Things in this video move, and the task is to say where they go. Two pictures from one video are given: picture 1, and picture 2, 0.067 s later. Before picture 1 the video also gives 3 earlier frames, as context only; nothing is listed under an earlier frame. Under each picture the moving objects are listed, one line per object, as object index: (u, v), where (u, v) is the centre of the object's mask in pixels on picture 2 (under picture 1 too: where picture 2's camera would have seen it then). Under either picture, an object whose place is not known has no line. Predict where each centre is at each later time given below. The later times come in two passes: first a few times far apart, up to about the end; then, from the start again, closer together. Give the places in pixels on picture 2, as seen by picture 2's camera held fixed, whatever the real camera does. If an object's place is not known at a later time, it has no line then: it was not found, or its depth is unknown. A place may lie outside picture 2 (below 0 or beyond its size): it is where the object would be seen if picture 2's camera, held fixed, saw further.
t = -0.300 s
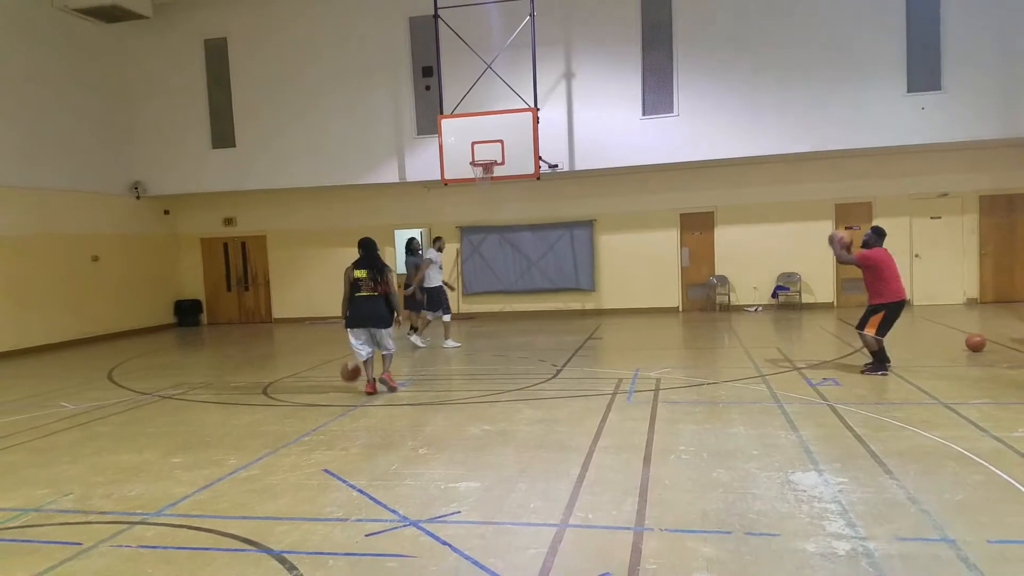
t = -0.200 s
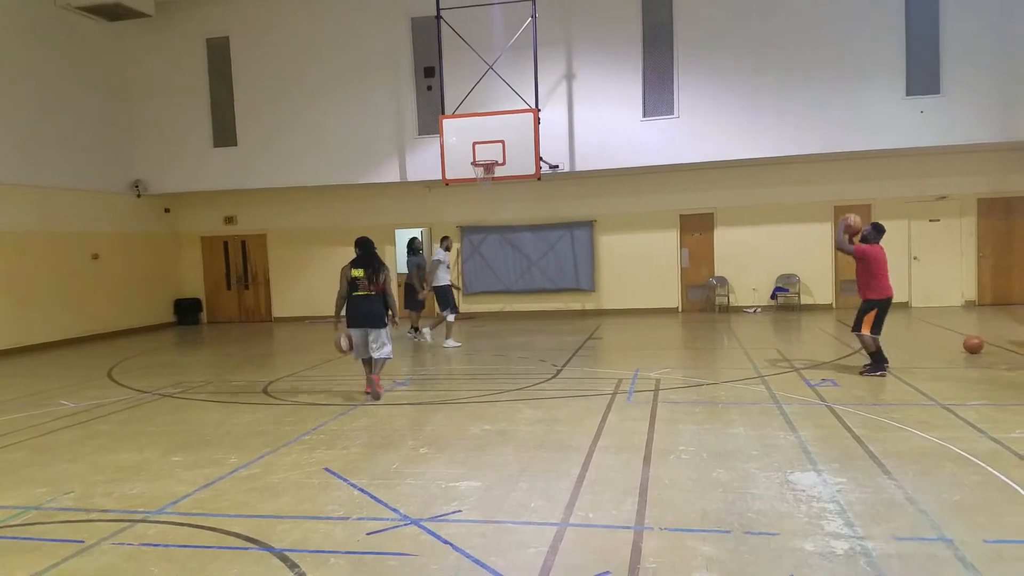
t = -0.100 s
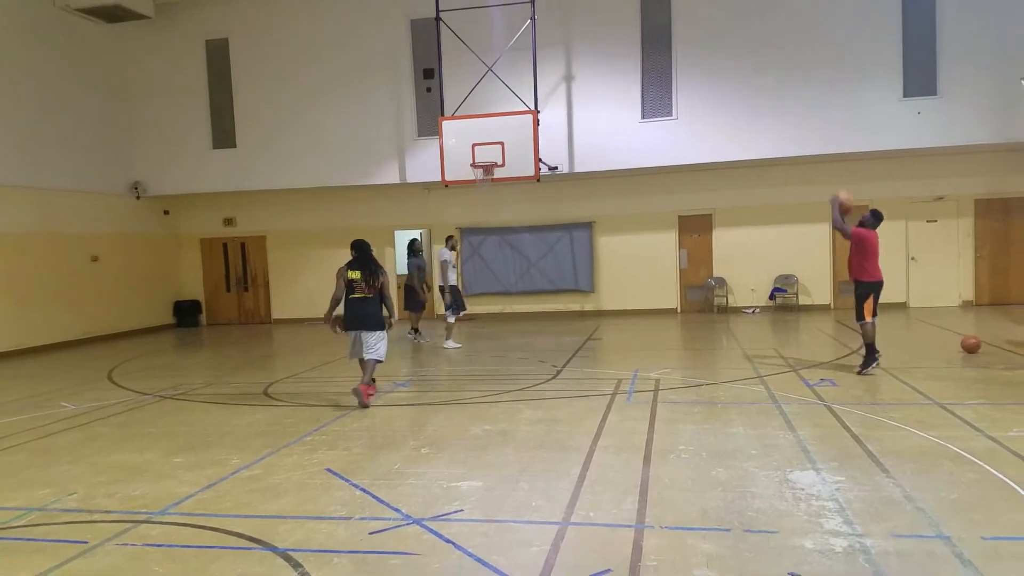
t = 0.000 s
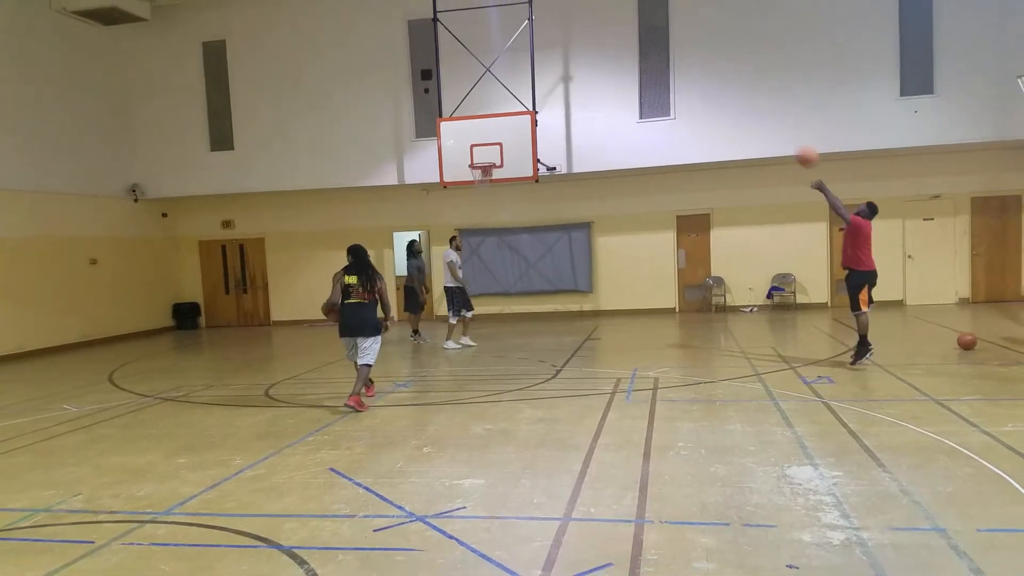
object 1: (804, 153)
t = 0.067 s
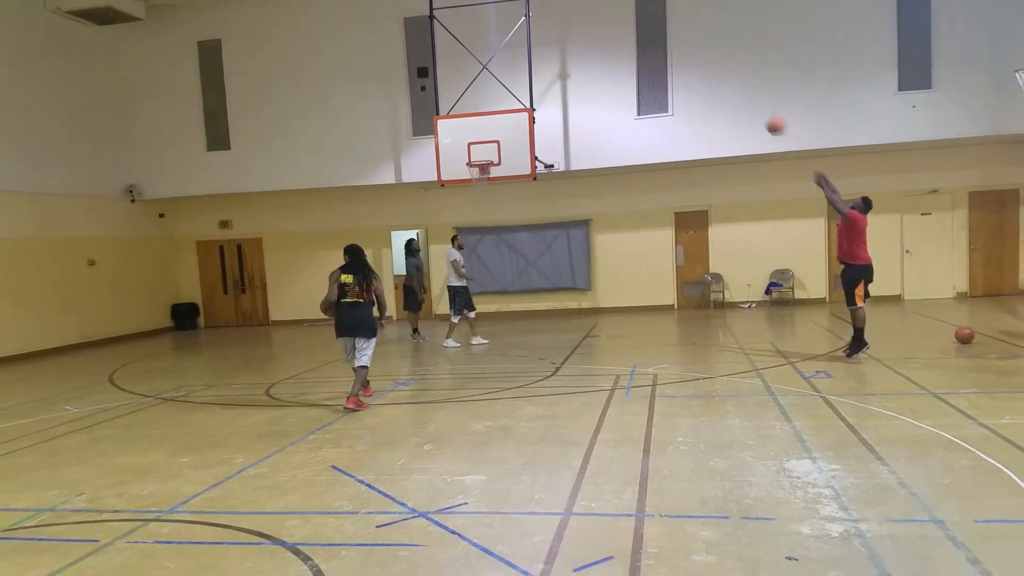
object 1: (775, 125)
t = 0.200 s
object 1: (722, 85)
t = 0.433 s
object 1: (640, 51)
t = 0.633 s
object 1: (585, 54)
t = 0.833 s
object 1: (536, 81)
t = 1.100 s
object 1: (483, 145)
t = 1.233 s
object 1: (477, 148)
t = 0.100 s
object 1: (762, 114)
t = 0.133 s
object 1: (749, 103)
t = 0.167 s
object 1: (735, 94)
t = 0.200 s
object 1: (722, 85)
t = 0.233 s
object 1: (710, 77)
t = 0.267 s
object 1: (698, 70)
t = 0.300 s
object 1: (687, 64)
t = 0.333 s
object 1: (676, 59)
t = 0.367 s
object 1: (664, 55)
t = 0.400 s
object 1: (651, 52)
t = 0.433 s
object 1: (640, 51)
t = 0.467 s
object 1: (630, 51)
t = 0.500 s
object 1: (621, 50)
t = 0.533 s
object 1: (611, 50)
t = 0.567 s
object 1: (603, 51)
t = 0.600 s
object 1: (595, 52)
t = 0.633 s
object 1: (585, 54)
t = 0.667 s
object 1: (576, 57)
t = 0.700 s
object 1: (567, 62)
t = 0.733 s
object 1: (558, 67)
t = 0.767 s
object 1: (551, 73)
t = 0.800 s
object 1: (543, 76)
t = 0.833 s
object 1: (536, 81)
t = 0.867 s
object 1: (529, 88)
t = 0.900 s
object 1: (521, 95)
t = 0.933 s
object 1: (513, 102)
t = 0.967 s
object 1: (506, 110)
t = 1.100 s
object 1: (483, 145)
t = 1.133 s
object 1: (478, 154)
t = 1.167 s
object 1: (474, 159)
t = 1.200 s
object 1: (475, 153)
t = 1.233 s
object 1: (477, 148)
